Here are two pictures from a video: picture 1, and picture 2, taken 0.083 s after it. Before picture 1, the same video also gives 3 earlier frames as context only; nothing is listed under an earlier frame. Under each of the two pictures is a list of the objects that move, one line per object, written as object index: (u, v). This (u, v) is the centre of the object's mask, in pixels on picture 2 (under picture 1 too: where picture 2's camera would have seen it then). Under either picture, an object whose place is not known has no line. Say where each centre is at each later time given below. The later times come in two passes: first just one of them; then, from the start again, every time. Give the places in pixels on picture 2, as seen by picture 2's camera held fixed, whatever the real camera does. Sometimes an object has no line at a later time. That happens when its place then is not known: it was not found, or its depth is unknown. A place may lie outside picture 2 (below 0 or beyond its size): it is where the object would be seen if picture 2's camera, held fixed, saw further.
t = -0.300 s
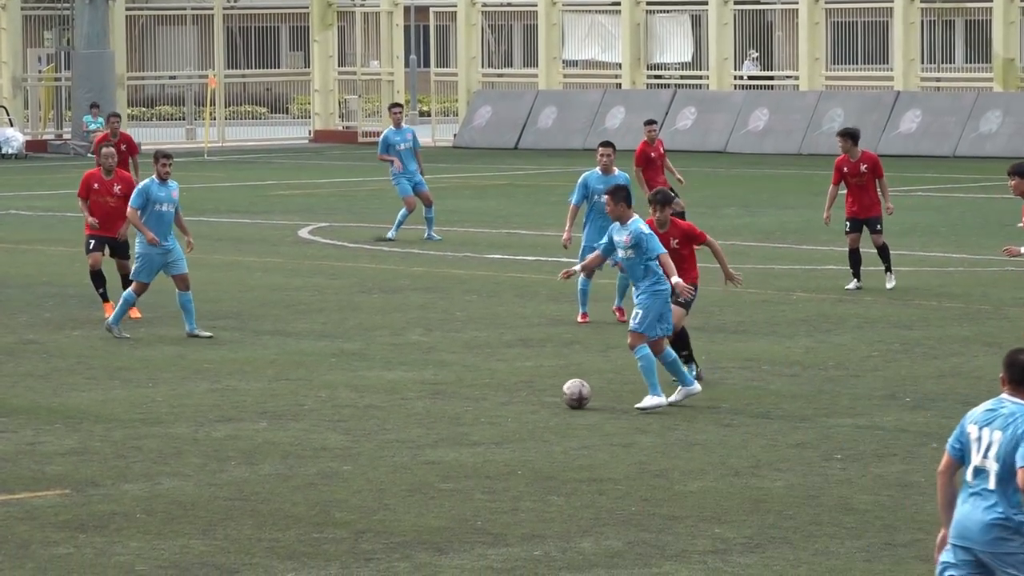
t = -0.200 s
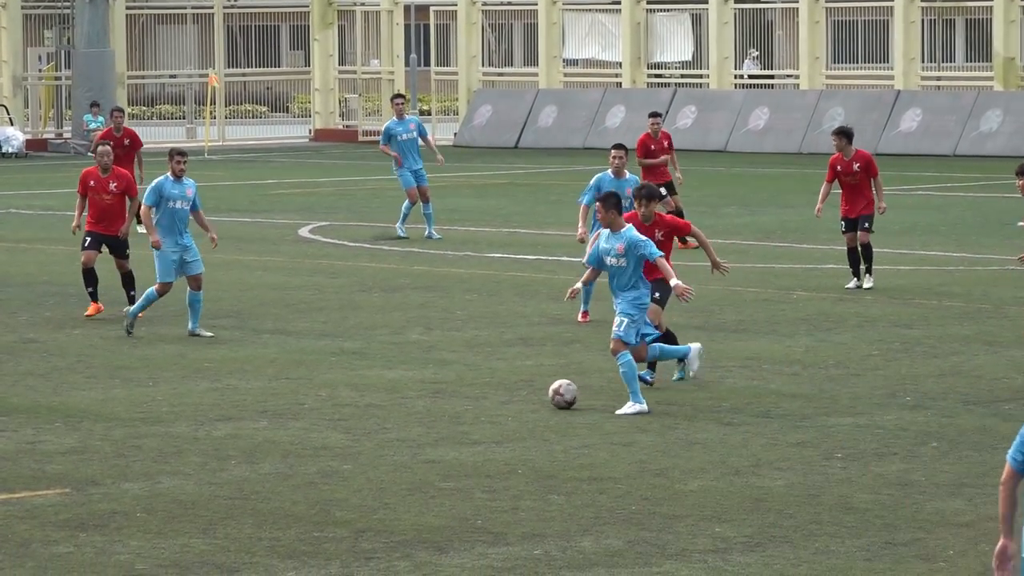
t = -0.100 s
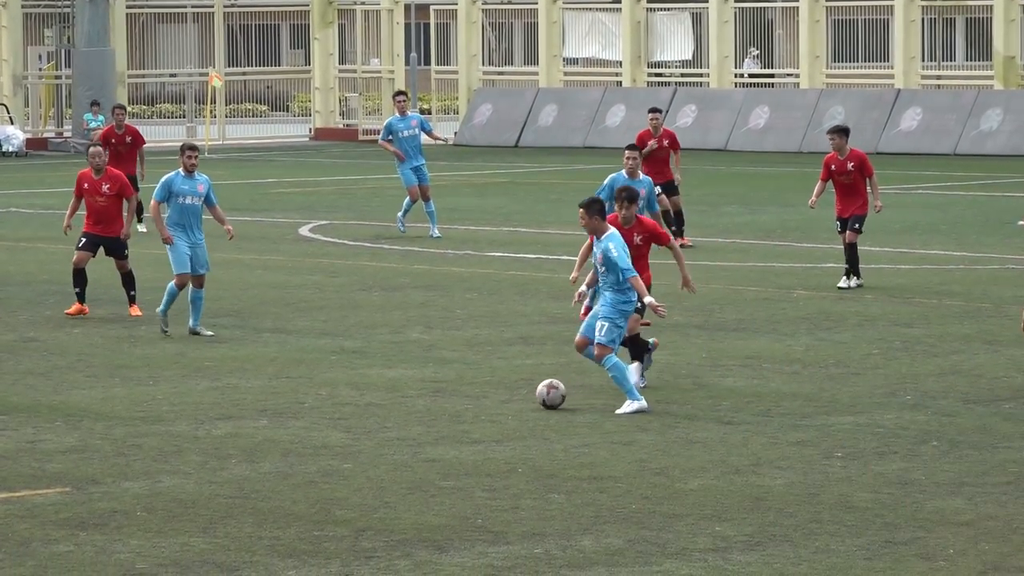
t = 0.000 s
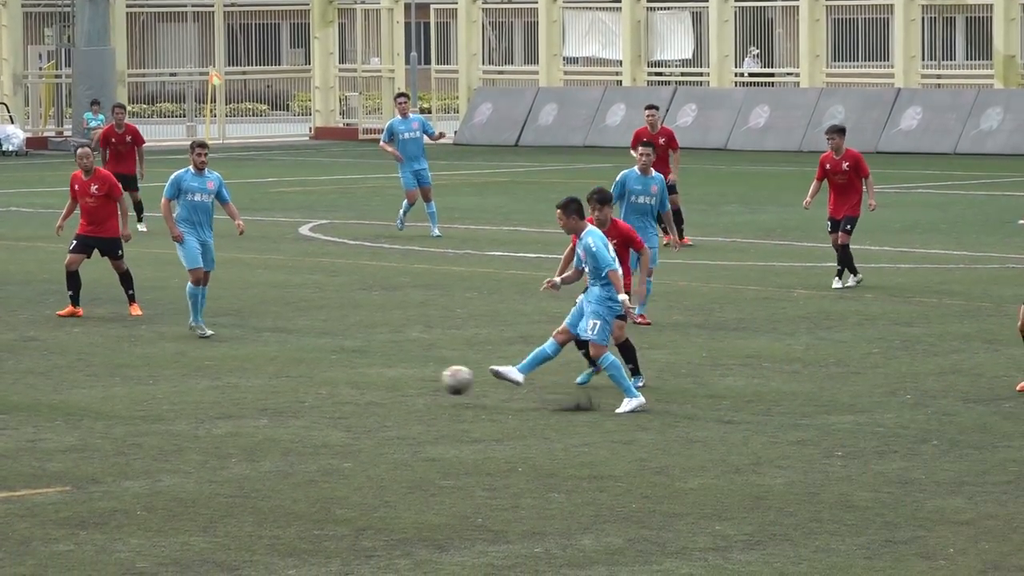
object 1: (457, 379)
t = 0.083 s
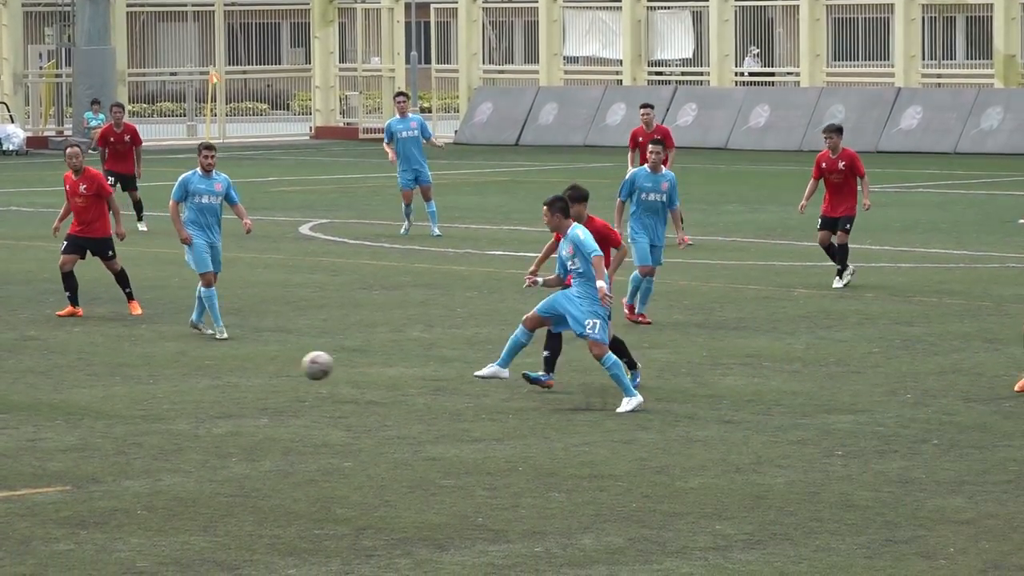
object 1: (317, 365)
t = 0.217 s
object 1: (106, 364)
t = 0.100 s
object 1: (290, 364)
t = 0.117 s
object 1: (262, 362)
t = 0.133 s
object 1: (236, 362)
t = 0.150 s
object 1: (210, 361)
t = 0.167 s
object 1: (184, 361)
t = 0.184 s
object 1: (157, 362)
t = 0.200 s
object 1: (132, 362)
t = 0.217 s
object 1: (106, 364)
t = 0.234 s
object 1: (81, 366)
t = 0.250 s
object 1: (56, 368)
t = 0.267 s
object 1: (32, 370)
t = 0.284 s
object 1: (10, 368)
